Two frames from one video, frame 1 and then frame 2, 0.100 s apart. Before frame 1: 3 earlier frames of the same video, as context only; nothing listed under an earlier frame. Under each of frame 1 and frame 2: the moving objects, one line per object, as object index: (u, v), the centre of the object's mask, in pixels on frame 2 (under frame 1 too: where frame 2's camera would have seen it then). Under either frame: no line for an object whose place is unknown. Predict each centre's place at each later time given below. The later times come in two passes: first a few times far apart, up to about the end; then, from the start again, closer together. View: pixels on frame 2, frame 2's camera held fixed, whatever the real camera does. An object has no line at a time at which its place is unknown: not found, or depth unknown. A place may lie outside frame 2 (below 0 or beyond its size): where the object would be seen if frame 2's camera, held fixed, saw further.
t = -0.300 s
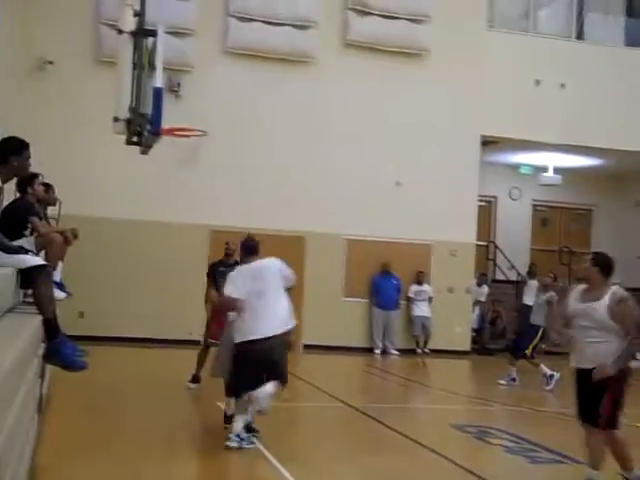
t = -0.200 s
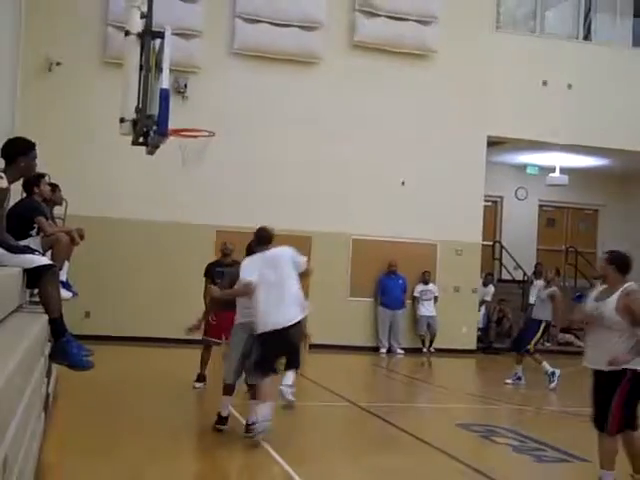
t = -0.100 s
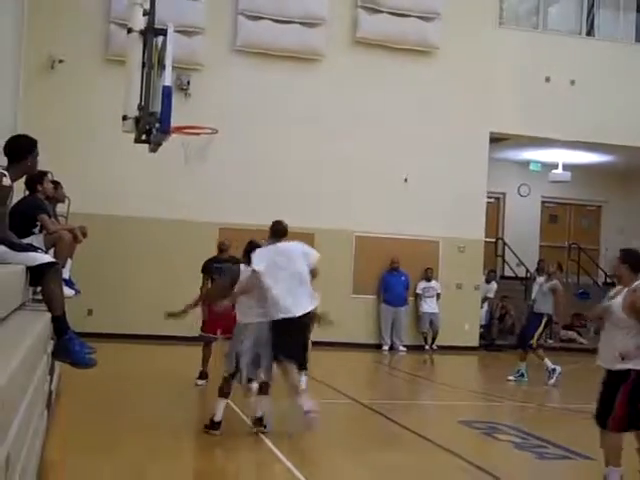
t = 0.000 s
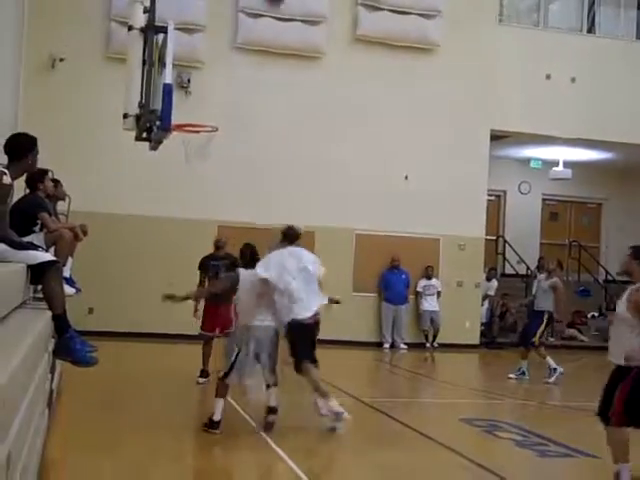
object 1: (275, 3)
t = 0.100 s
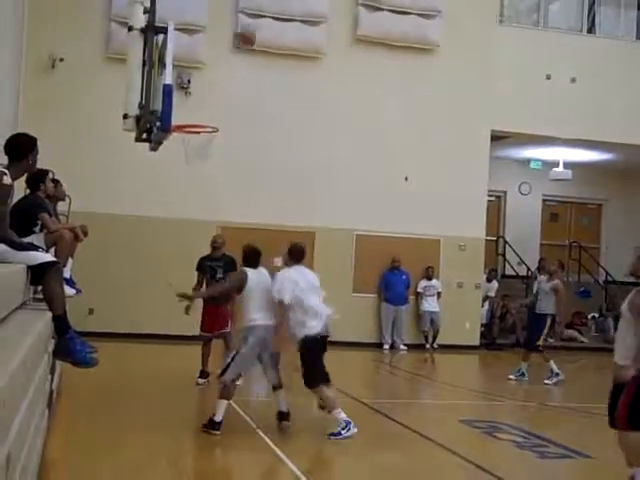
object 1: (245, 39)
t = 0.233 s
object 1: (207, 104)
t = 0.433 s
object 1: (173, 169)
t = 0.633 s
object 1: (149, 236)
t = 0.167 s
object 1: (227, 68)
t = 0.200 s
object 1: (216, 85)
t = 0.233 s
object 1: (207, 104)
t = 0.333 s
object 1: (184, 149)
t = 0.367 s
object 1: (180, 156)
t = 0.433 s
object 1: (173, 169)
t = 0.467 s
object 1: (169, 177)
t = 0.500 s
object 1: (165, 188)
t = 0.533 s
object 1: (161, 199)
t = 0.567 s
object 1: (158, 208)
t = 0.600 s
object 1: (153, 221)
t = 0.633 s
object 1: (149, 236)
